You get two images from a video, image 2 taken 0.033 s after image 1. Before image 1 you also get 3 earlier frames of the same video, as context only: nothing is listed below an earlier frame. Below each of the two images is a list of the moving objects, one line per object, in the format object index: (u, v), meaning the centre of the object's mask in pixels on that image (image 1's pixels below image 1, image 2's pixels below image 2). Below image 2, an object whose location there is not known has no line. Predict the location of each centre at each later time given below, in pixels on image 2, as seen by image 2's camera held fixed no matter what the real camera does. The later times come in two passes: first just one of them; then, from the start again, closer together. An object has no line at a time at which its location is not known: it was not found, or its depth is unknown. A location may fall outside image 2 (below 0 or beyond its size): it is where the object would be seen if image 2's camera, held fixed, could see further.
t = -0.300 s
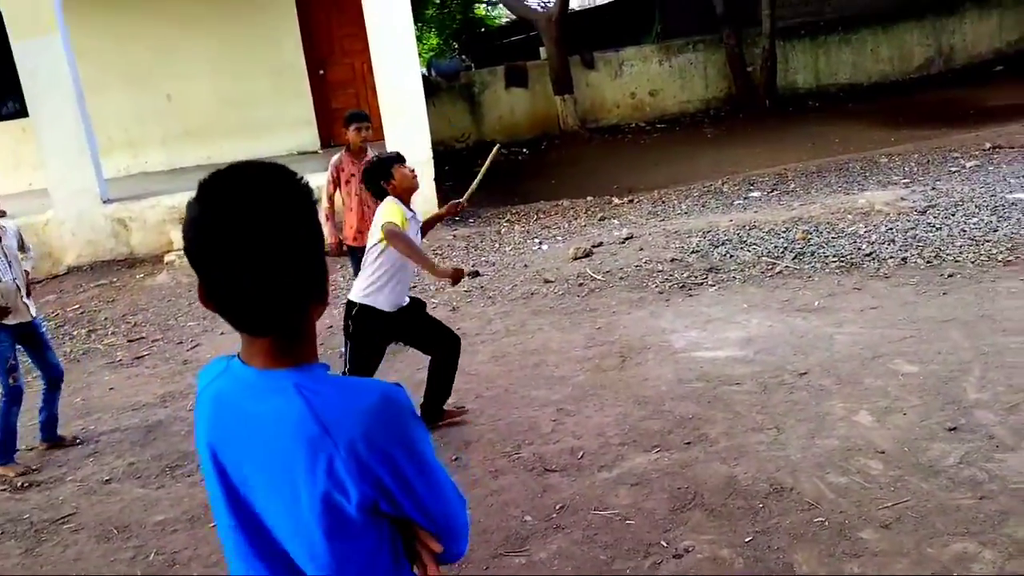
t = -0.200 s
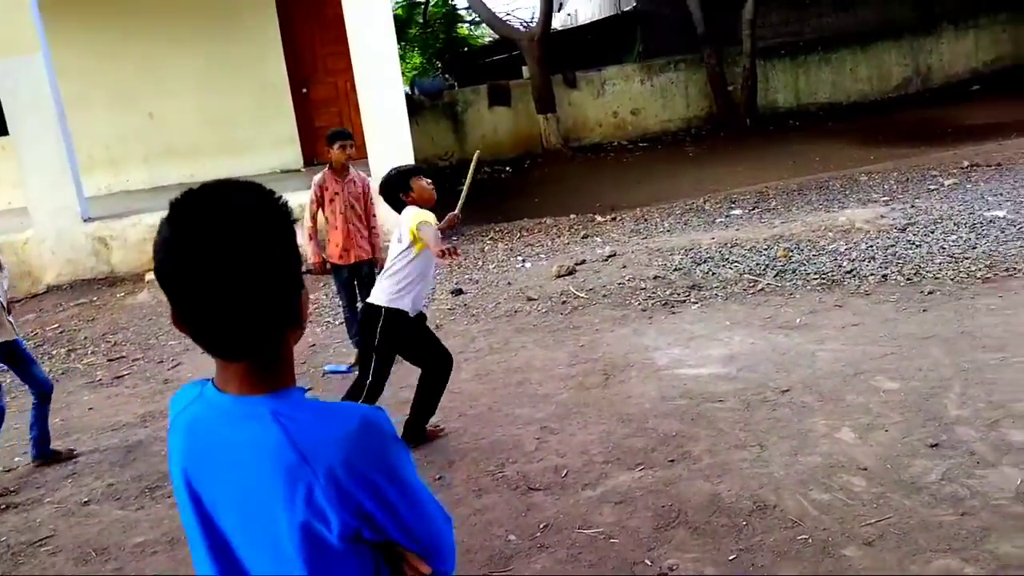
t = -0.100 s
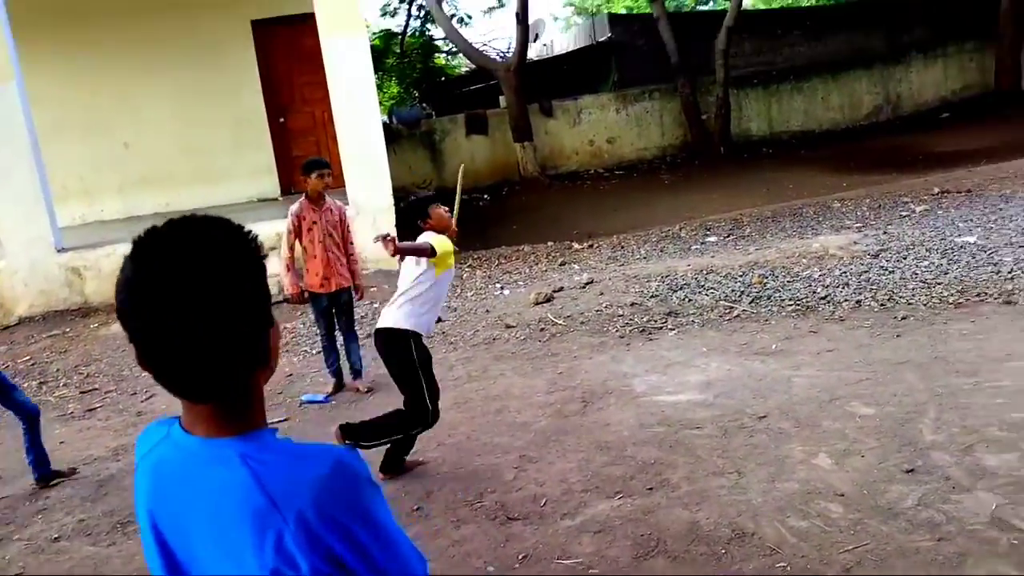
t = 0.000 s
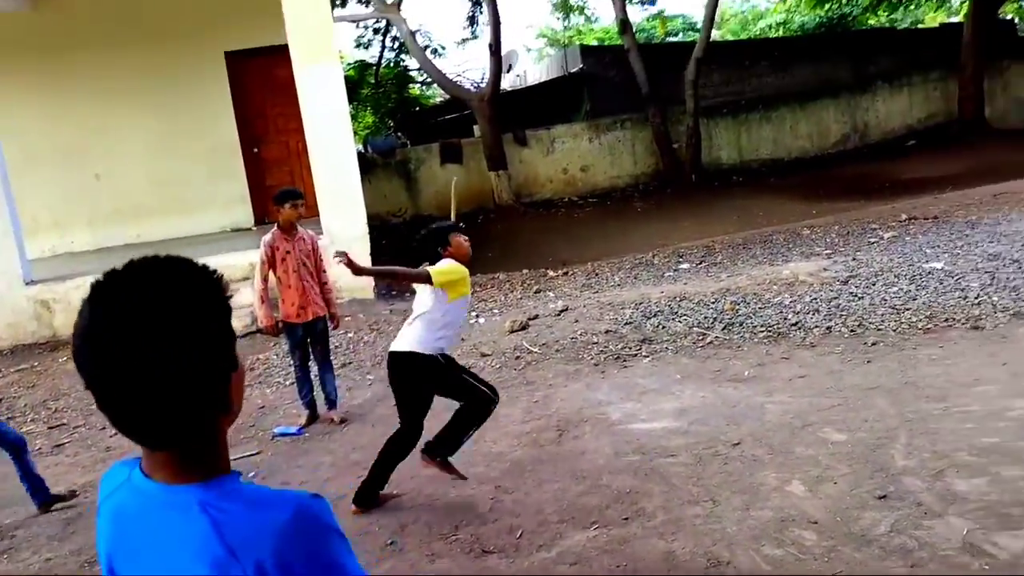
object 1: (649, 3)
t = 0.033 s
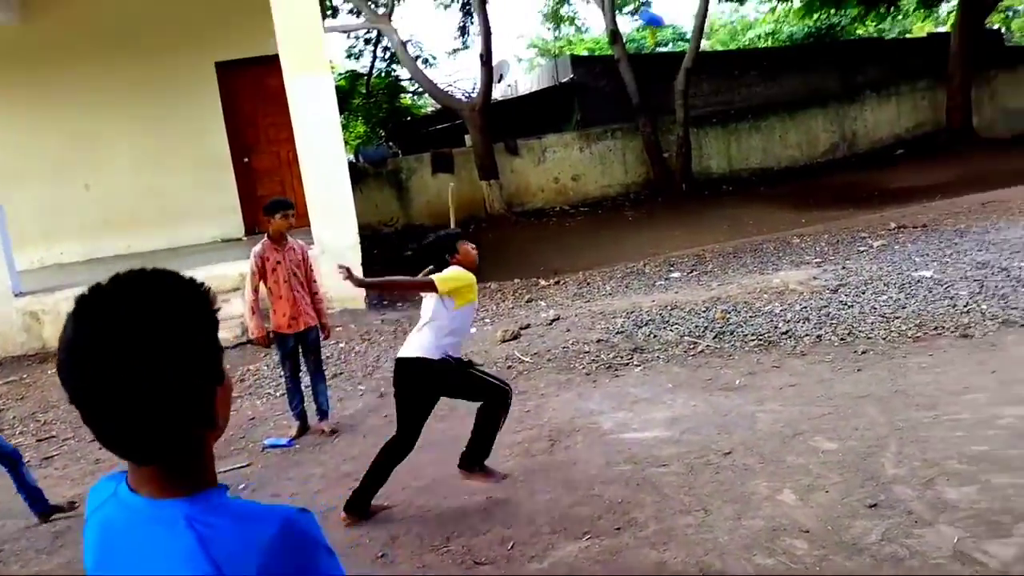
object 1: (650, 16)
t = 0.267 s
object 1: (731, 169)
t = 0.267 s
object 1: (731, 169)
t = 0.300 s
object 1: (740, 194)
